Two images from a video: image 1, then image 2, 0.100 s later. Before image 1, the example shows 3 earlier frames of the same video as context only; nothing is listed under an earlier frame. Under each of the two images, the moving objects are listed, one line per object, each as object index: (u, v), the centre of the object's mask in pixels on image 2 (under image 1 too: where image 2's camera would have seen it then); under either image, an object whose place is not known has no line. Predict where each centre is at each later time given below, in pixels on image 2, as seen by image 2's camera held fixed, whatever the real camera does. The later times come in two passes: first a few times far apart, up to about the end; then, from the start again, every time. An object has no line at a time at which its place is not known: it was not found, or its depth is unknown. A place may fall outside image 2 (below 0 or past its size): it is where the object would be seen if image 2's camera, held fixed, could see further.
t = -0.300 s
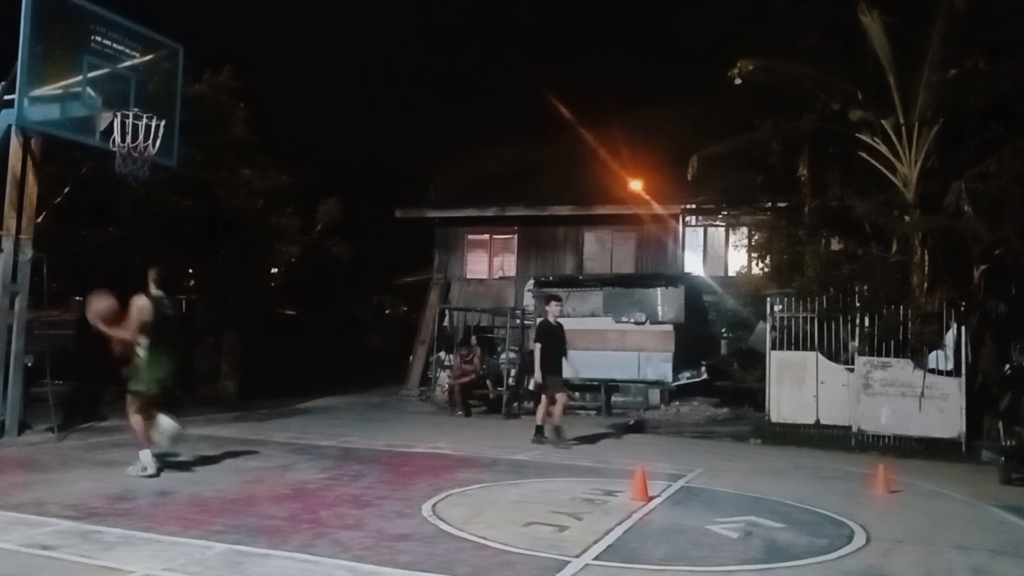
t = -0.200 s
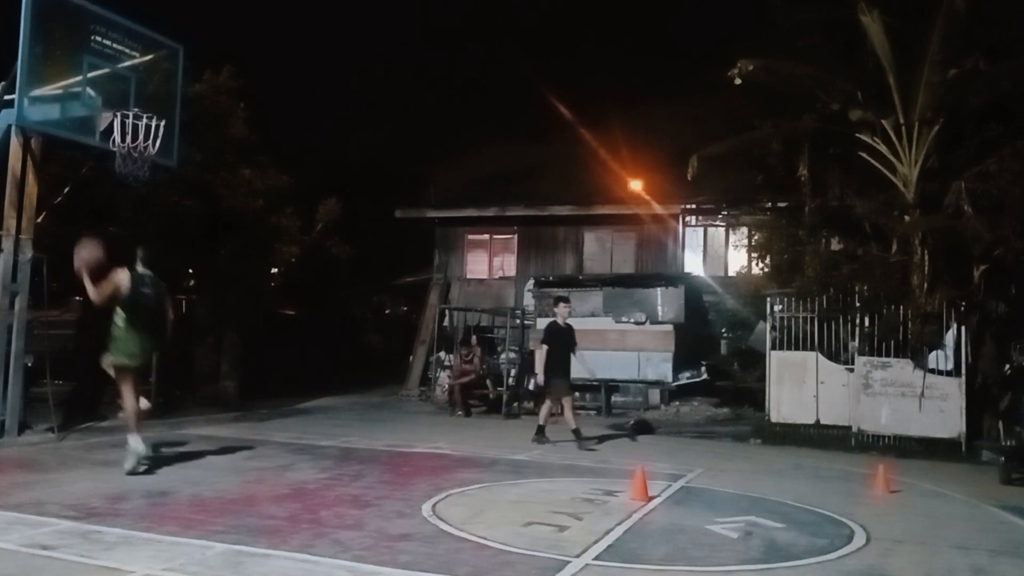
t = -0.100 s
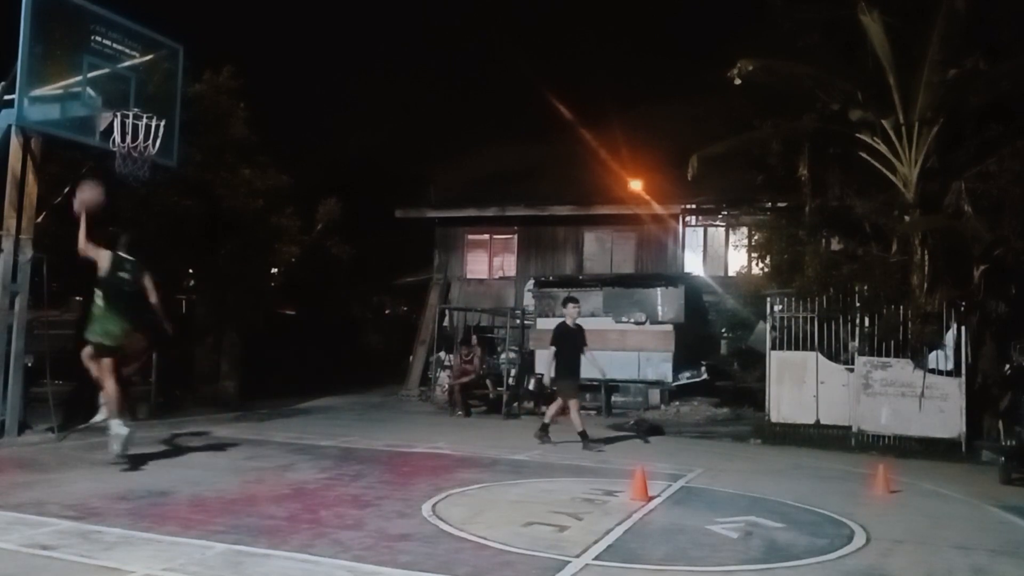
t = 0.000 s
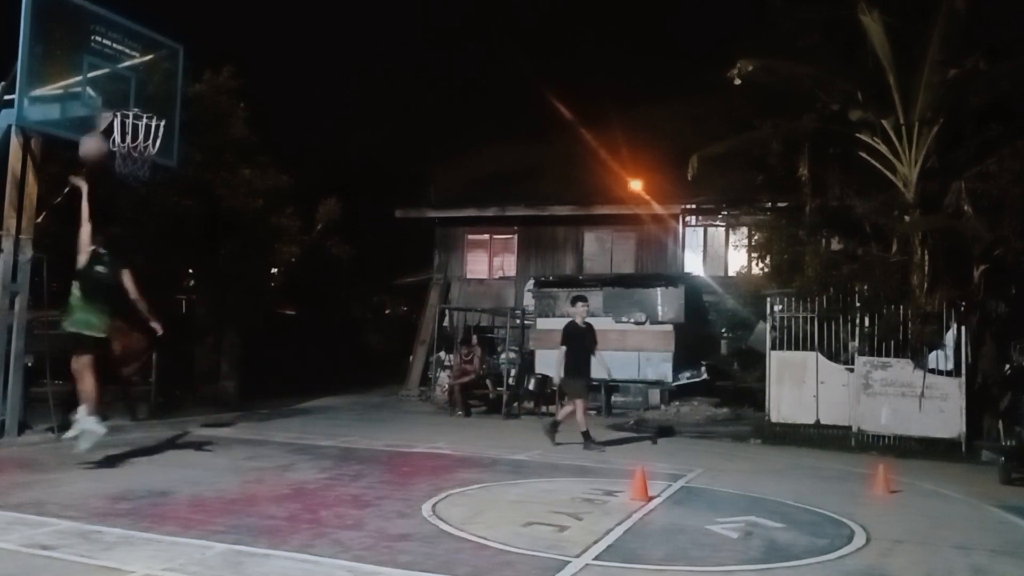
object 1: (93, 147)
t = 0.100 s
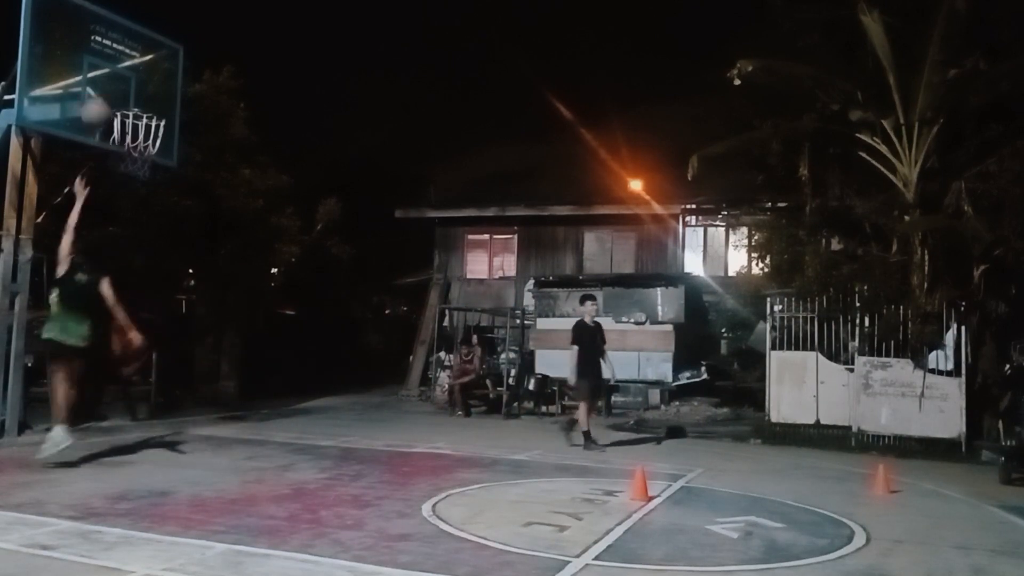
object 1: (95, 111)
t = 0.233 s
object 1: (98, 84)
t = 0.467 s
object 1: (106, 83)
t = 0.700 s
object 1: (121, 83)
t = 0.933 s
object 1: (137, 102)
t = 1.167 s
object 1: (149, 148)
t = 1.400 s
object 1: (141, 213)
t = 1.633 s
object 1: (127, 341)
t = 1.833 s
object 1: (115, 406)
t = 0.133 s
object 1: (96, 102)
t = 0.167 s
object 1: (96, 94)
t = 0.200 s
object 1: (97, 89)
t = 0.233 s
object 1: (98, 84)
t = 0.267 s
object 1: (97, 80)
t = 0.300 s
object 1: (97, 78)
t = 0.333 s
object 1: (97, 77)
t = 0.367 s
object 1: (97, 77)
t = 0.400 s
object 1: (100, 78)
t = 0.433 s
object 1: (103, 80)
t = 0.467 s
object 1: (106, 83)
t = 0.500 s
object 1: (109, 87)
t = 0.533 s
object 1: (112, 93)
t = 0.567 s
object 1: (114, 91)
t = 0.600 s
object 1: (116, 88)
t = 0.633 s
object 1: (118, 85)
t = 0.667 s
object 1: (120, 83)
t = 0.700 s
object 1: (121, 83)
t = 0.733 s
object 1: (123, 84)
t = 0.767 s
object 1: (124, 86)
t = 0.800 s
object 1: (125, 89)
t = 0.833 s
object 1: (126, 93)
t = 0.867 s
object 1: (128, 98)
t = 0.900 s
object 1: (132, 100)
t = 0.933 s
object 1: (137, 102)
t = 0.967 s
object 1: (141, 105)
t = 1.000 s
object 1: (143, 111)
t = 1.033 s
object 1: (147, 115)
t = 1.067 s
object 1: (152, 127)
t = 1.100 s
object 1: (148, 133)
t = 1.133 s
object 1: (153, 141)
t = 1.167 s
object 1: (149, 148)
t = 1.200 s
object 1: (151, 155)
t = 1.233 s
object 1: (148, 160)
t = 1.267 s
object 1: (148, 170)
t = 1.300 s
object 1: (146, 181)
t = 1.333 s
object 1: (144, 190)
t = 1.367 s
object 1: (143, 201)
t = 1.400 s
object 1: (141, 213)
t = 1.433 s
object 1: (139, 227)
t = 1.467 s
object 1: (137, 243)
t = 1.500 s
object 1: (135, 259)
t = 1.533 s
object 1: (133, 278)
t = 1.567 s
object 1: (131, 297)
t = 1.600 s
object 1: (129, 317)
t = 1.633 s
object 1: (127, 341)
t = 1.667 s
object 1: (124, 365)
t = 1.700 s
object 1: (122, 388)
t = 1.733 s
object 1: (119, 412)
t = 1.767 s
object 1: (117, 439)
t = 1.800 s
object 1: (117, 429)
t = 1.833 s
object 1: (115, 406)
